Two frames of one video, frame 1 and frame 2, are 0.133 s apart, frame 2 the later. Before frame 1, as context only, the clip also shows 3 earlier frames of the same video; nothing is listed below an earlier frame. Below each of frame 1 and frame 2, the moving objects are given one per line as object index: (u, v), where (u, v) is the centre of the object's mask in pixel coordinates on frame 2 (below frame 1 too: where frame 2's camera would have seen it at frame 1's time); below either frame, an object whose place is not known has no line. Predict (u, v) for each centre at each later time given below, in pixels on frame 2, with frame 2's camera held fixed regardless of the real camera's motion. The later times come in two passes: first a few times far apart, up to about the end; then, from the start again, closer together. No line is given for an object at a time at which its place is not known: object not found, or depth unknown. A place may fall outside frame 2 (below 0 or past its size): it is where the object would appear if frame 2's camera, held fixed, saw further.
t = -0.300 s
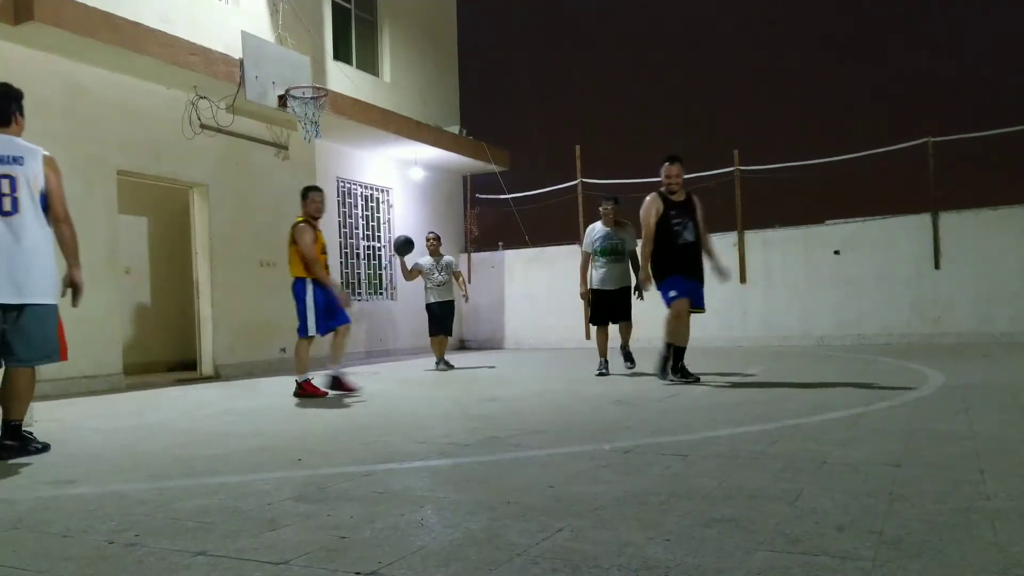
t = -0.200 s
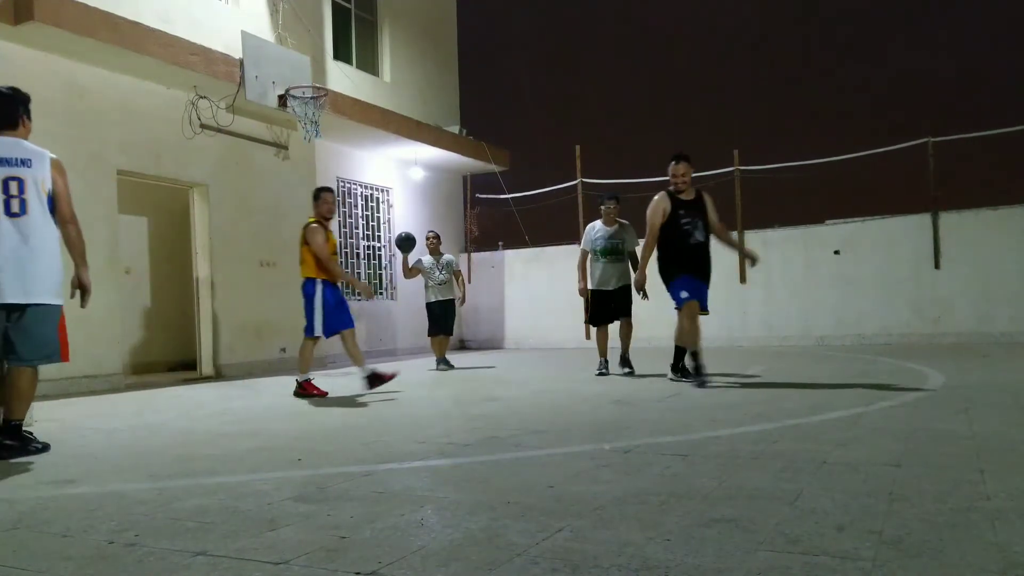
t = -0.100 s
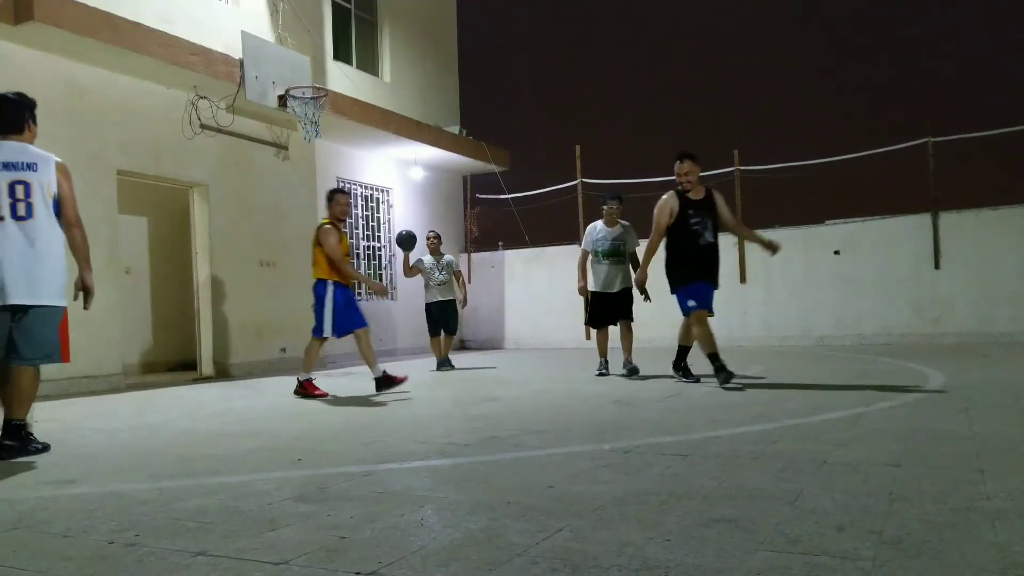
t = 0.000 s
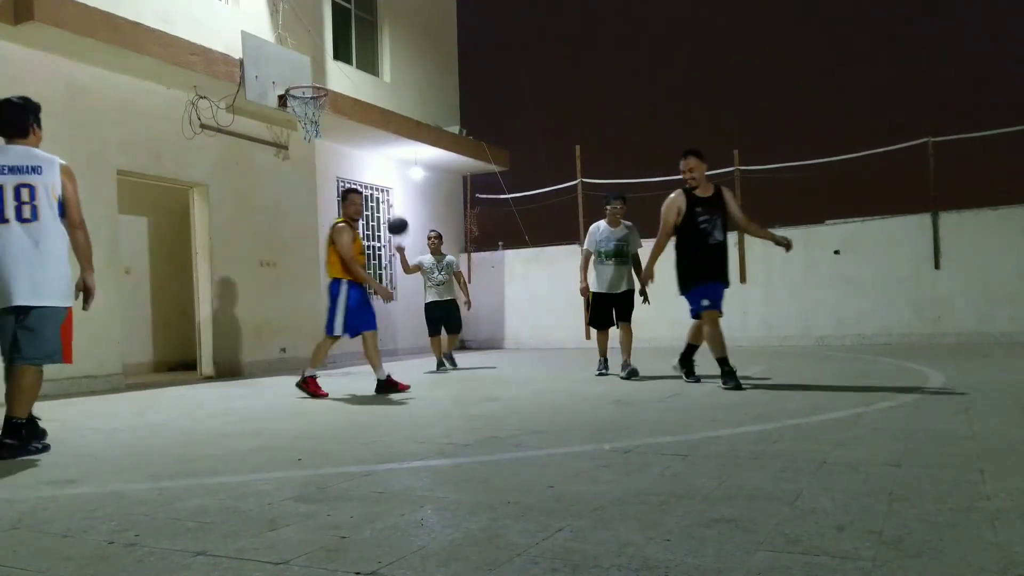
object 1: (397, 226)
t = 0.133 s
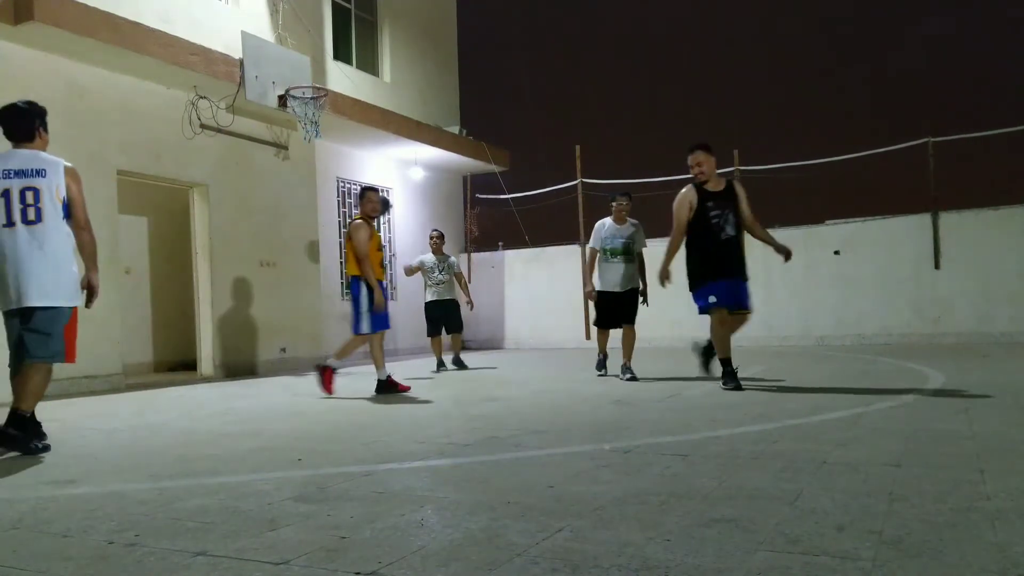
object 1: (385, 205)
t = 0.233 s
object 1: (361, 200)
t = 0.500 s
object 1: (313, 237)
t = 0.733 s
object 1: (257, 361)
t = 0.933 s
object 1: (219, 299)
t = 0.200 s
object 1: (362, 201)
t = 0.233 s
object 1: (361, 200)
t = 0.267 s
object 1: (357, 200)
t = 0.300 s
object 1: (352, 201)
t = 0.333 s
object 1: (346, 203)
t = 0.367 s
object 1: (339, 208)
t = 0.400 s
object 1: (333, 212)
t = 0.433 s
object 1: (326, 219)
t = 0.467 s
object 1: (320, 227)
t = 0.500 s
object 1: (313, 237)
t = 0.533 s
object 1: (306, 247)
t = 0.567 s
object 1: (299, 260)
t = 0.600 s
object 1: (292, 275)
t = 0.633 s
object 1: (284, 293)
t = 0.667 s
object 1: (279, 310)
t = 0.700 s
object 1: (266, 336)
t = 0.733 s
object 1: (257, 361)
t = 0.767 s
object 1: (246, 388)
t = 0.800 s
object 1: (241, 377)
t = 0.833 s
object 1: (236, 357)
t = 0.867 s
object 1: (230, 335)
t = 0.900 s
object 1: (224, 315)
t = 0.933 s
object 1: (219, 299)
